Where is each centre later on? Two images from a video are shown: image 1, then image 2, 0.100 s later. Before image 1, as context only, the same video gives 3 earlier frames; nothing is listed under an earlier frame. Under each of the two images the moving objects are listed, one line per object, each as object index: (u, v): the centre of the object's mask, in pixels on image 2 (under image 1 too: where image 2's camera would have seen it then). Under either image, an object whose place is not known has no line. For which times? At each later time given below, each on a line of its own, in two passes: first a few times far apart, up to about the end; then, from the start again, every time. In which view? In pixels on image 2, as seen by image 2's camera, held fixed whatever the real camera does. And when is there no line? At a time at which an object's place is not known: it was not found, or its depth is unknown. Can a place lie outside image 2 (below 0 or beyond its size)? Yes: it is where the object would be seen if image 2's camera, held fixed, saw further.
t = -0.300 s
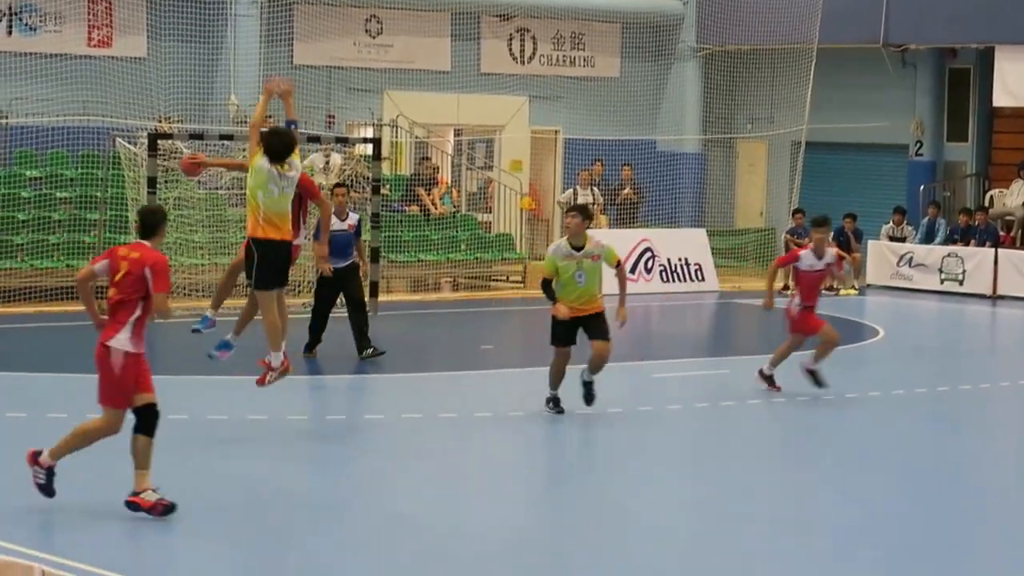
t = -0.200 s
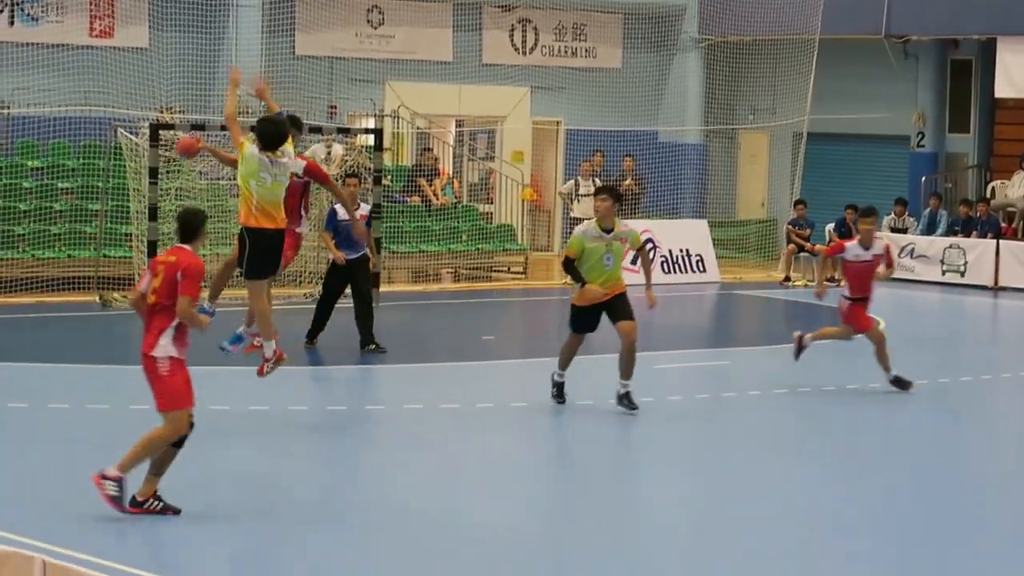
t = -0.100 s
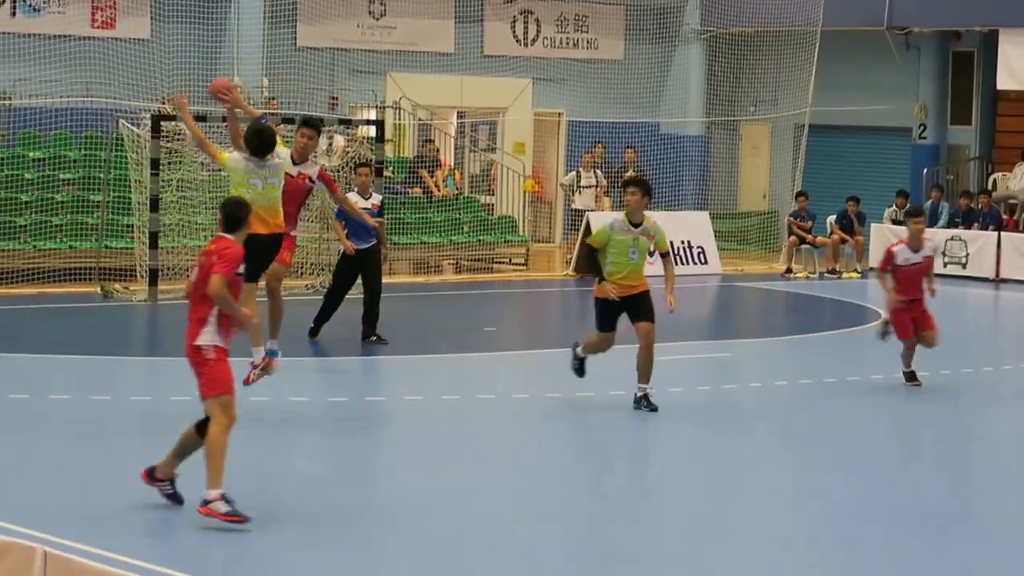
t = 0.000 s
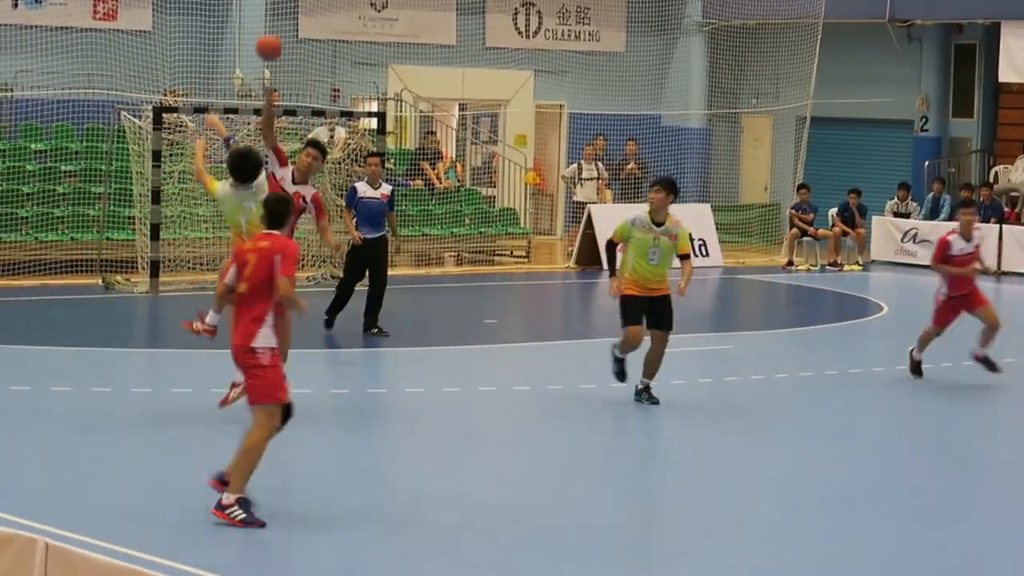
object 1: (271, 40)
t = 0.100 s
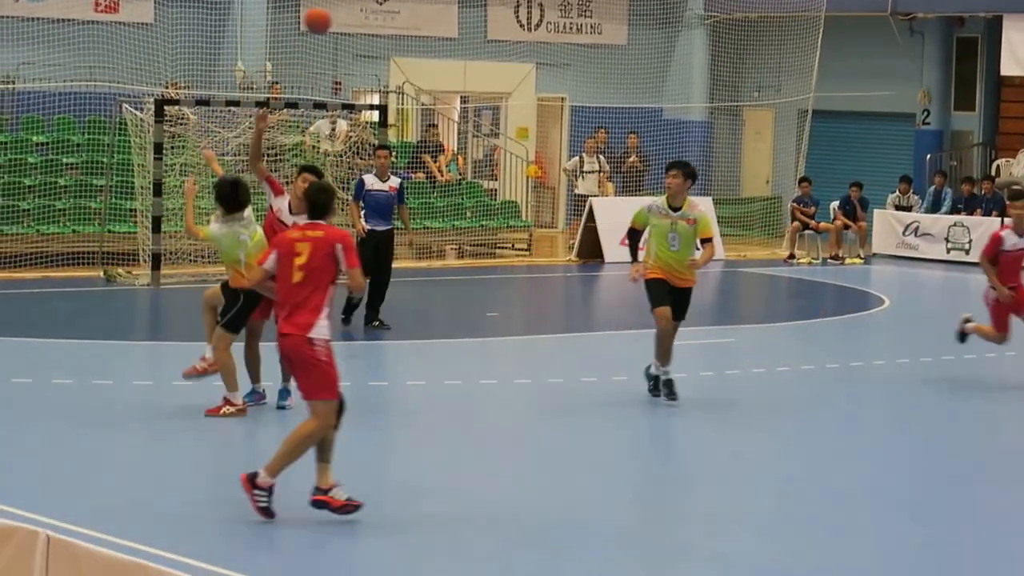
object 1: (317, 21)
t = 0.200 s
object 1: (371, 17)
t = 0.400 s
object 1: (499, 47)
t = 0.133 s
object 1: (334, 17)
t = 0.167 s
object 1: (352, 16)
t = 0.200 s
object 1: (371, 17)
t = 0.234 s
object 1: (389, 18)
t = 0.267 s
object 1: (410, 21)
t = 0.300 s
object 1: (431, 24)
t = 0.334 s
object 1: (453, 29)
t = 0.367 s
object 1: (474, 36)
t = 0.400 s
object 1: (499, 47)
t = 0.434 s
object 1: (523, 58)
